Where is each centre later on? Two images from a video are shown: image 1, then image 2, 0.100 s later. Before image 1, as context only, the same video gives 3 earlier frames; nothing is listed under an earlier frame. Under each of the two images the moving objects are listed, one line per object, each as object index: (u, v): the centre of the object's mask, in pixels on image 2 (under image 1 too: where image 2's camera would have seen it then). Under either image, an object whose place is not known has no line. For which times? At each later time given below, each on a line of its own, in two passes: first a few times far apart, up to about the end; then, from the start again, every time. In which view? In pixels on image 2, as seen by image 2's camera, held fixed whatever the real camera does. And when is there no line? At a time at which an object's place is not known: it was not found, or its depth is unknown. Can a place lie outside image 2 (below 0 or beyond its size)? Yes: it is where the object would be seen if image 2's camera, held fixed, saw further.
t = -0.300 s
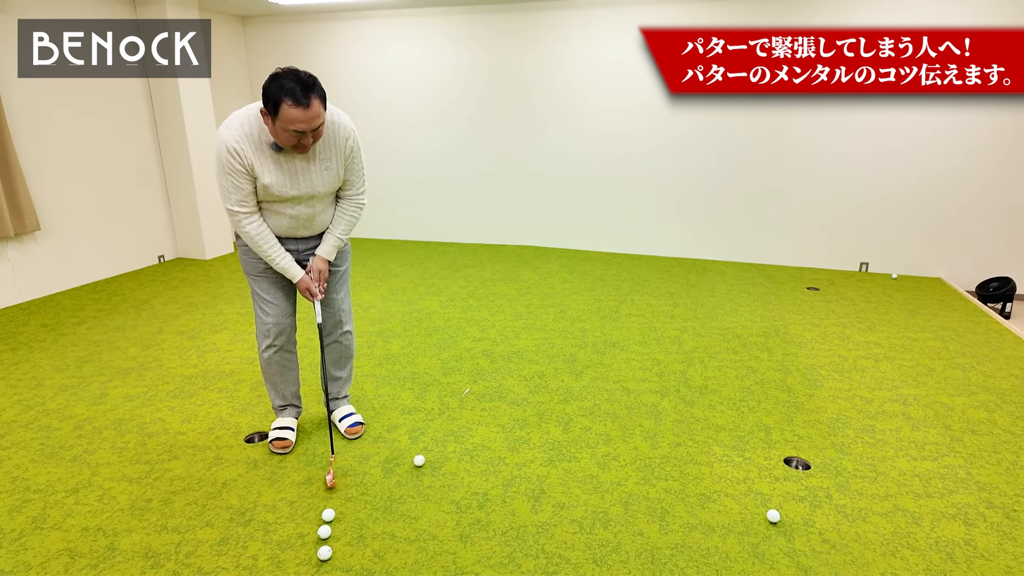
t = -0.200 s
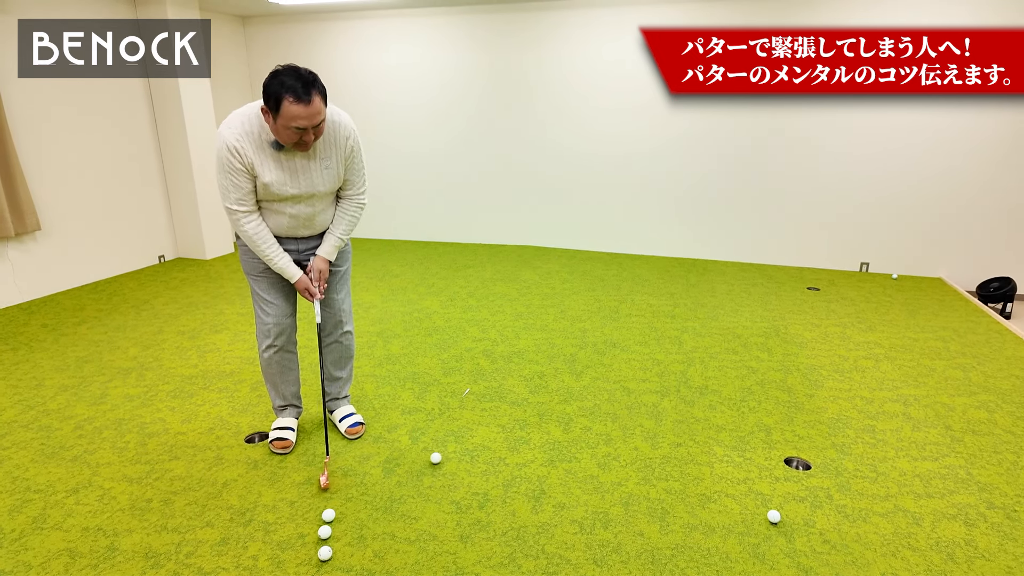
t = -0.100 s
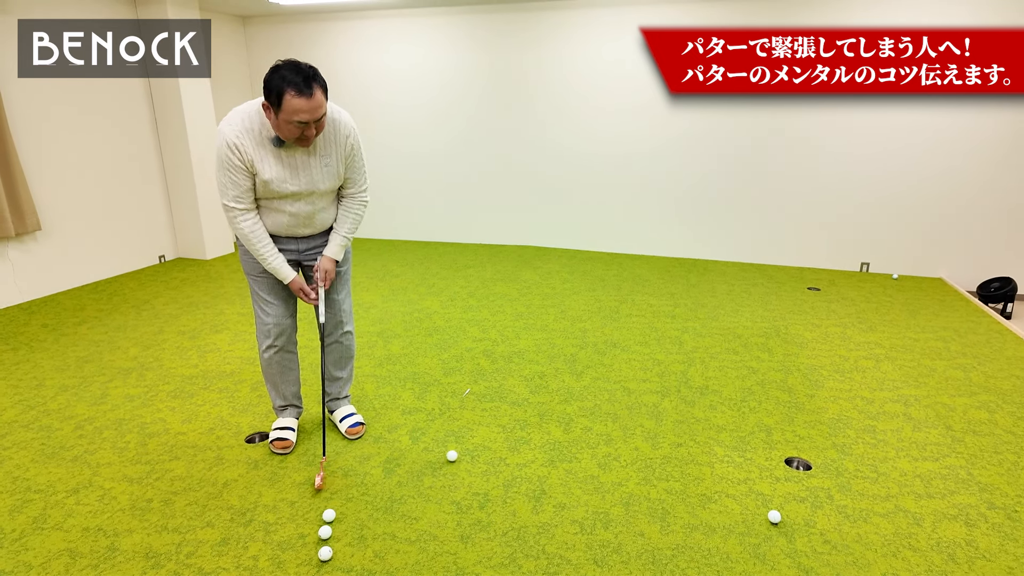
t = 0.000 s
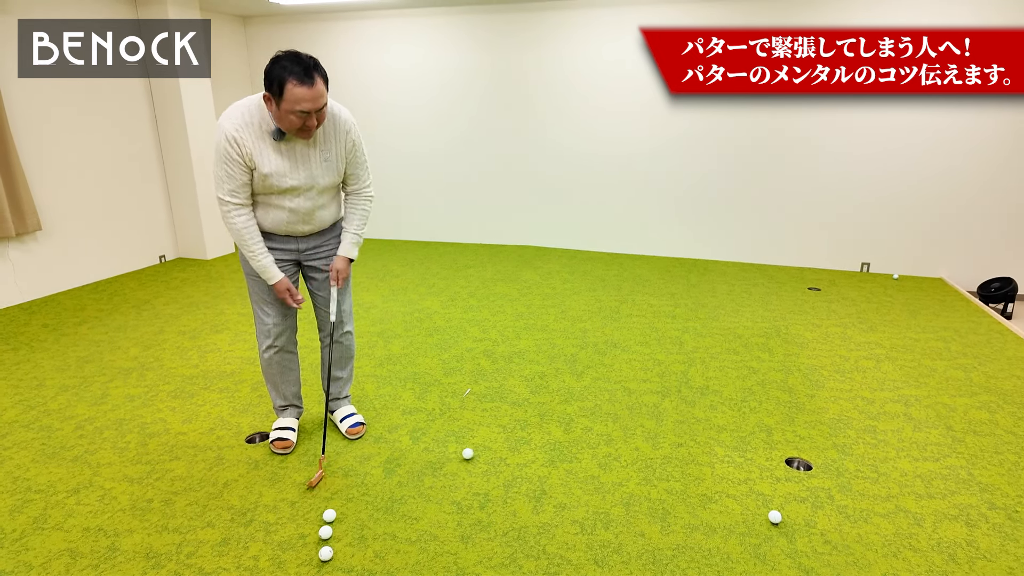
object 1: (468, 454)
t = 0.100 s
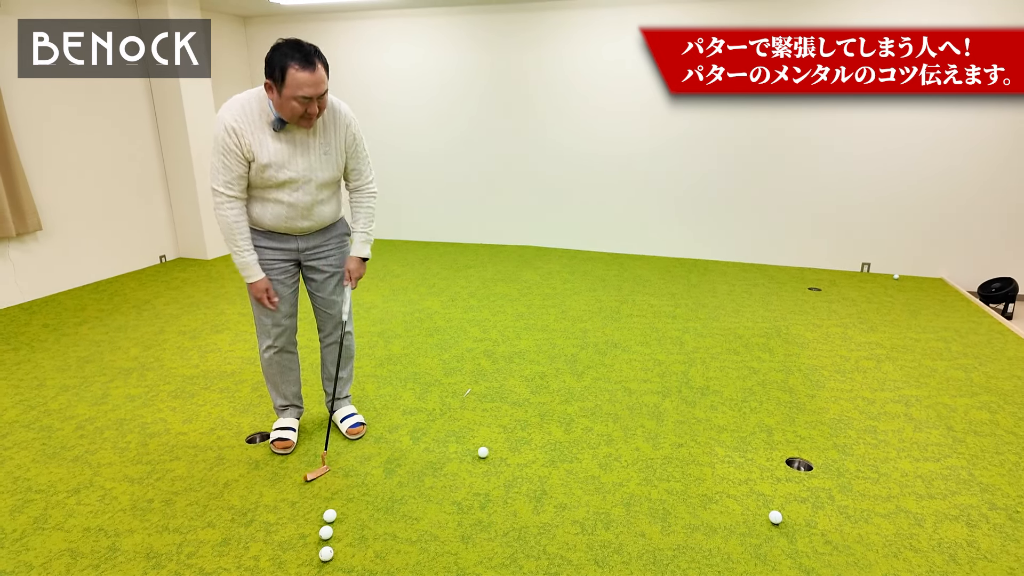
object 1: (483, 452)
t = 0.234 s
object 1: (502, 450)
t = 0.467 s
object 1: (532, 447)
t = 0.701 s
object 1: (561, 445)
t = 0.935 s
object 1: (588, 444)
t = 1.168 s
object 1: (612, 443)
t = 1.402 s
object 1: (635, 444)
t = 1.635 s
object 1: (657, 446)
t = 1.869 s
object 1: (677, 447)
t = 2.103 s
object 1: (695, 449)
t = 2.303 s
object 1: (710, 451)
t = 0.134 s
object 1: (488, 452)
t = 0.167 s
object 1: (492, 451)
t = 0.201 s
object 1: (497, 451)
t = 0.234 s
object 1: (502, 450)
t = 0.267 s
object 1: (506, 450)
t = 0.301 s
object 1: (511, 449)
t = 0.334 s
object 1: (515, 449)
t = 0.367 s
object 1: (520, 448)
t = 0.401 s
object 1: (524, 448)
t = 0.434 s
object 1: (528, 448)
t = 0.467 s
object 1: (532, 447)
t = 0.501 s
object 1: (537, 447)
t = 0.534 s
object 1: (541, 446)
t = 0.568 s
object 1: (545, 446)
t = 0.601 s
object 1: (549, 446)
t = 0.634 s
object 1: (553, 446)
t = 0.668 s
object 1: (557, 445)
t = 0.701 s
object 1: (561, 445)
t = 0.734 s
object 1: (565, 445)
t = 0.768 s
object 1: (569, 445)
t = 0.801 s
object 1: (573, 445)
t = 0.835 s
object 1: (577, 444)
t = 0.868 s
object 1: (580, 444)
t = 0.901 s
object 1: (584, 444)
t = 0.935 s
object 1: (588, 444)
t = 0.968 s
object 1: (591, 444)
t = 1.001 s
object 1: (595, 444)
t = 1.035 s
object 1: (599, 444)
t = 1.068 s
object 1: (602, 444)
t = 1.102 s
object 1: (605, 444)
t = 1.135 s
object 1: (609, 443)
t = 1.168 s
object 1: (612, 443)
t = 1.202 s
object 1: (616, 444)
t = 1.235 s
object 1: (619, 444)
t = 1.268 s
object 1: (622, 444)
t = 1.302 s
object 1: (625, 444)
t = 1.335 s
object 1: (628, 444)
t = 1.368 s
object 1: (632, 444)
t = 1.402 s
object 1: (635, 444)
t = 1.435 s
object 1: (638, 444)
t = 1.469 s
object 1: (641, 444)
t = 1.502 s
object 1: (644, 445)
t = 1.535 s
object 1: (648, 445)
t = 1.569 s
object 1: (651, 445)
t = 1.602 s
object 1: (654, 445)
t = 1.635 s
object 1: (657, 446)
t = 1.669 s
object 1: (660, 446)
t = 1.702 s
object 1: (662, 446)
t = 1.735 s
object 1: (665, 446)
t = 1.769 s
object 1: (668, 447)
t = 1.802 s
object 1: (671, 447)
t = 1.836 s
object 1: (674, 447)
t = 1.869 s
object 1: (677, 447)
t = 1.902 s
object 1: (680, 447)
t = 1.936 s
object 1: (682, 448)
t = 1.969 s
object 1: (685, 448)
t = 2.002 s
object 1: (688, 448)
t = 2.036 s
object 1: (690, 448)
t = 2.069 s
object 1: (693, 449)
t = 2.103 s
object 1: (695, 449)
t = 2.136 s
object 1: (698, 449)
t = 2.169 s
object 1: (700, 450)
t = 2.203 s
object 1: (703, 450)
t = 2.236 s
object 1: (705, 450)
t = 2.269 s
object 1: (708, 451)
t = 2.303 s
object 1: (710, 451)
